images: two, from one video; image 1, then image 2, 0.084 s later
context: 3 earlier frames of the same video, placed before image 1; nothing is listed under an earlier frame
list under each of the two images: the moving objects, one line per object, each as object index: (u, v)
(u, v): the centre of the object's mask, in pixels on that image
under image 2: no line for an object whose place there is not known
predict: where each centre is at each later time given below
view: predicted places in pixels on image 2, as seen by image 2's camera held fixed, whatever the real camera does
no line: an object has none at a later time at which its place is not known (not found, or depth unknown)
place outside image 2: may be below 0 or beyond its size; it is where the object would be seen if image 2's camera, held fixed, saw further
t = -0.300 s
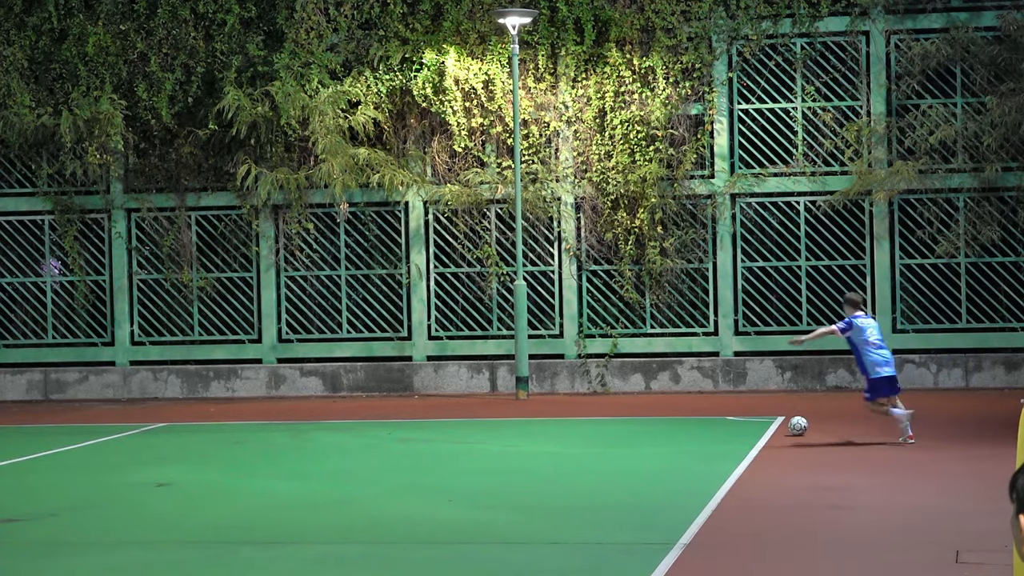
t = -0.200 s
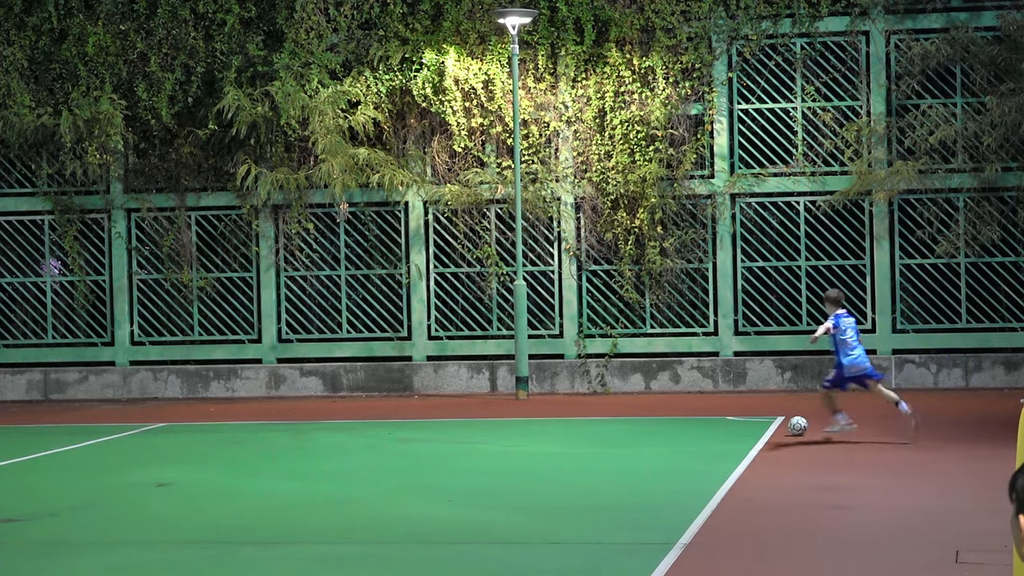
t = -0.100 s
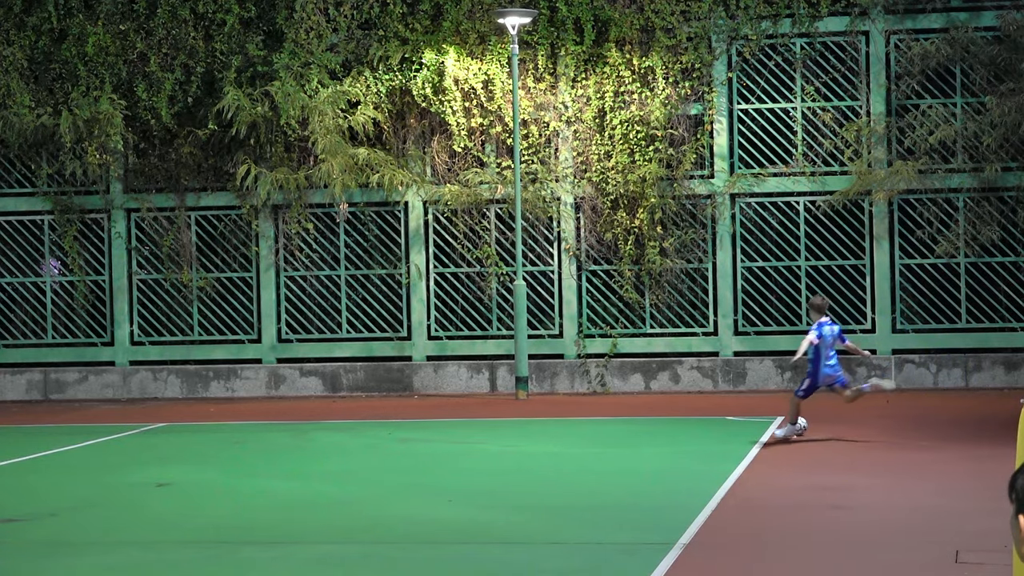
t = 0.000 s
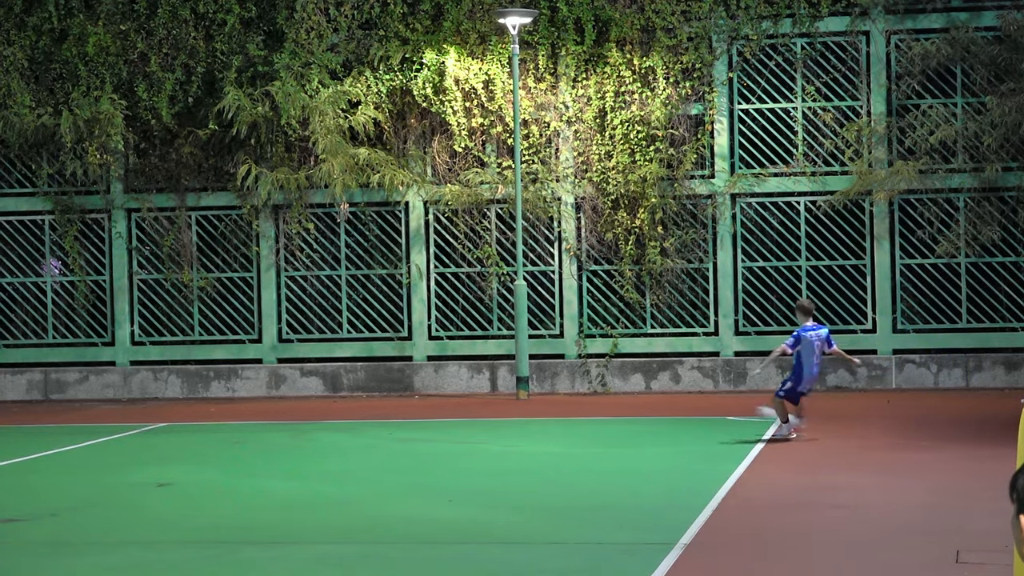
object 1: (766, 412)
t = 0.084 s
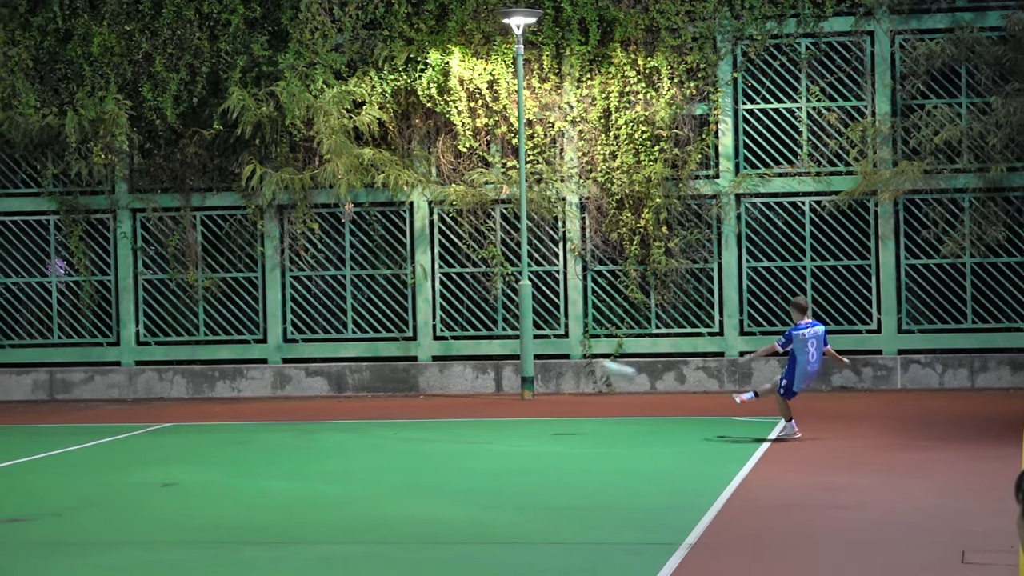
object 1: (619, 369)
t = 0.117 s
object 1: (552, 350)
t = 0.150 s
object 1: (490, 336)
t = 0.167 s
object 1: (461, 330)
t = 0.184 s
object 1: (433, 322)
